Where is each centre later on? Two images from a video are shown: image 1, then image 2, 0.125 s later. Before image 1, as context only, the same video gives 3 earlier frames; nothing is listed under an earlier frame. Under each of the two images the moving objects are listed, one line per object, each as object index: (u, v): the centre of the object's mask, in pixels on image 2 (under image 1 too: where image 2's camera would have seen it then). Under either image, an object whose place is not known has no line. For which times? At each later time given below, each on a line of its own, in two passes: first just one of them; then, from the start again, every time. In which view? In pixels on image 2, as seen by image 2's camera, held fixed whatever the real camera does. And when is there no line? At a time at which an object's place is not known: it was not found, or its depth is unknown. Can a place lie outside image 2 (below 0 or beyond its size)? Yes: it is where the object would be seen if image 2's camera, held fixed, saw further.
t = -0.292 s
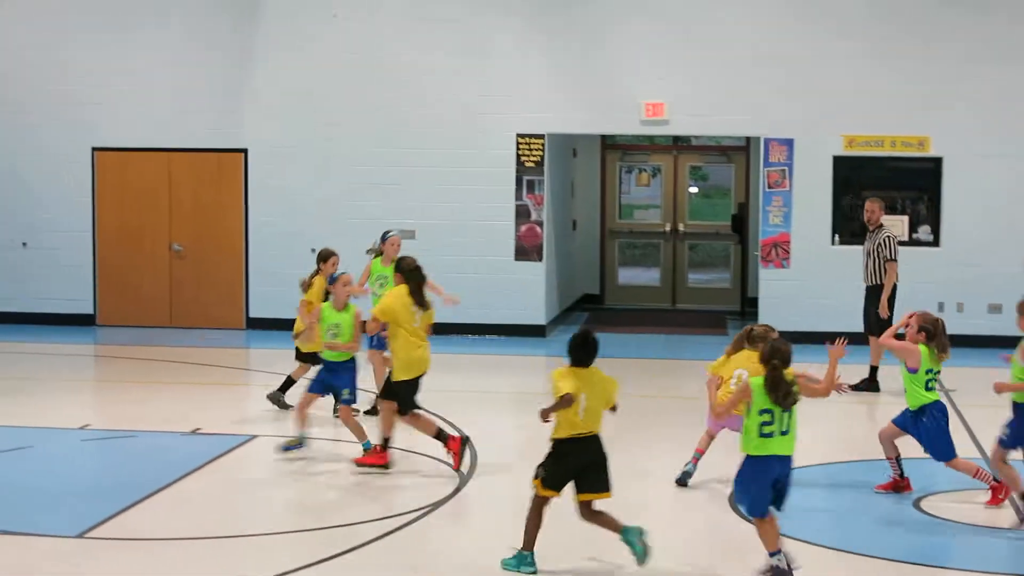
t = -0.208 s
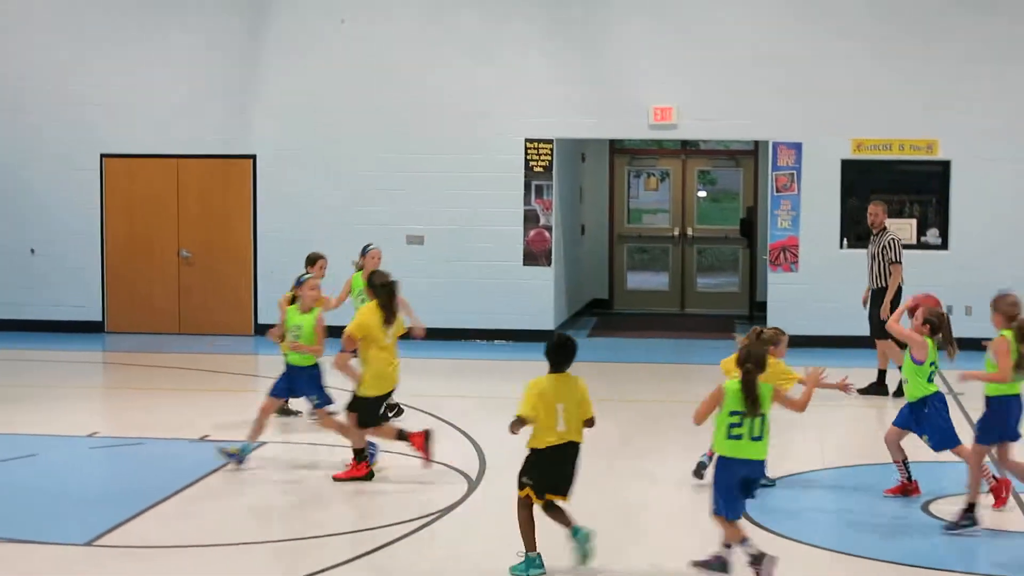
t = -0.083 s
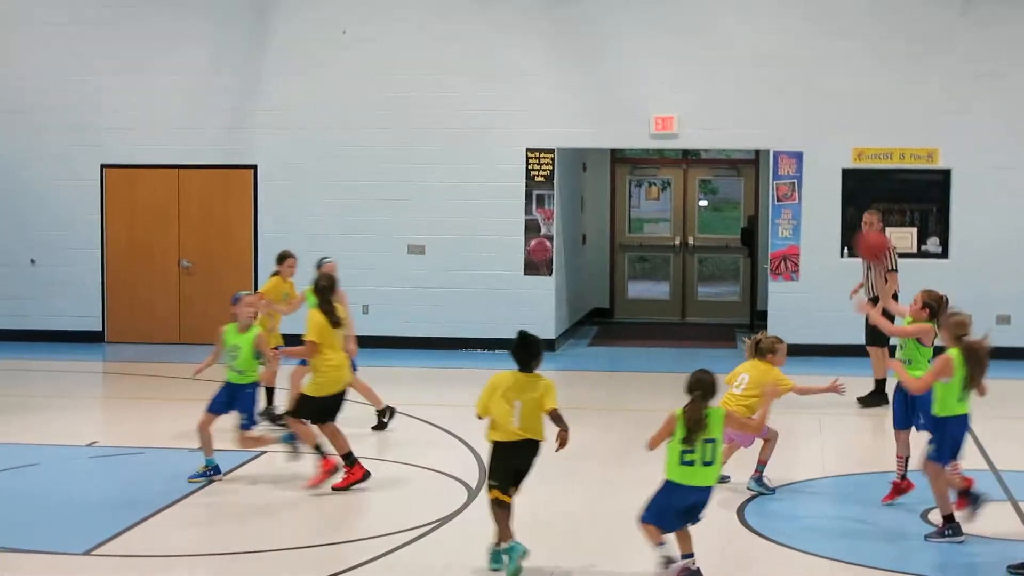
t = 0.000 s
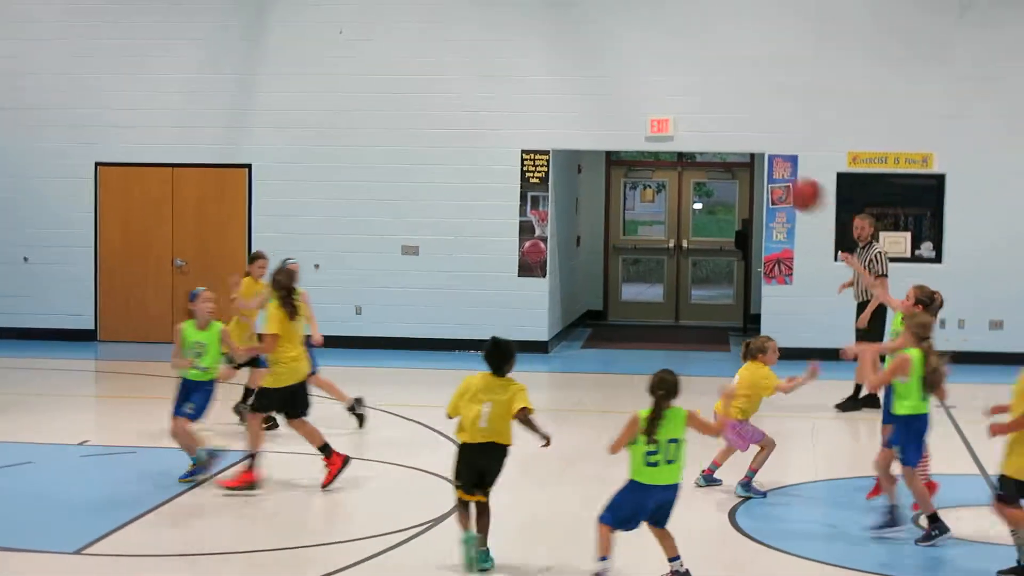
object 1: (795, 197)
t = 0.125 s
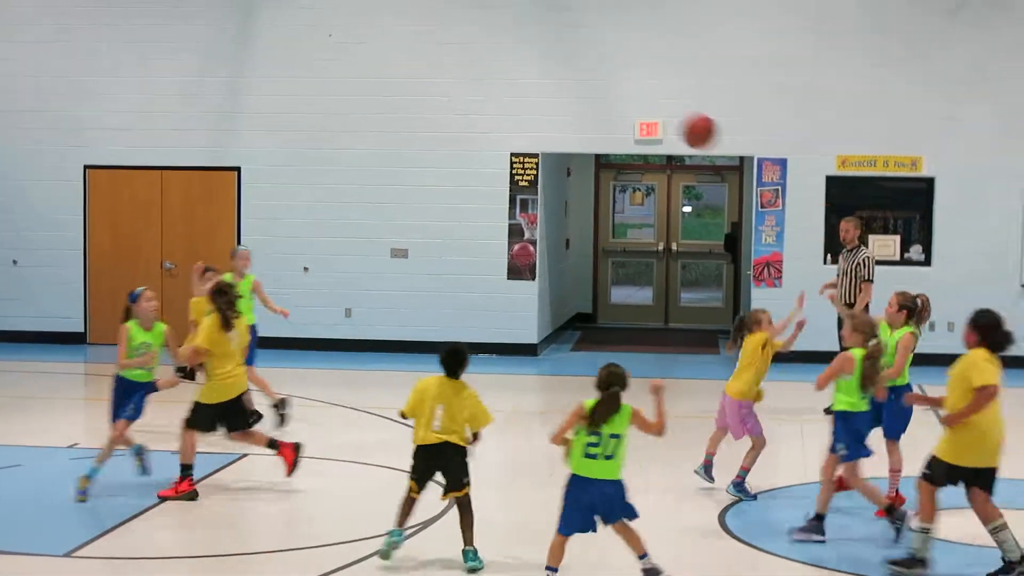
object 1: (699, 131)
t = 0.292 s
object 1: (565, 76)
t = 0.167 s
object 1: (666, 113)
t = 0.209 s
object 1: (632, 99)
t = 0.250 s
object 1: (599, 86)
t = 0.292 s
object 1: (565, 76)
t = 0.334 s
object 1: (531, 68)
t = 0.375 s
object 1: (497, 63)
